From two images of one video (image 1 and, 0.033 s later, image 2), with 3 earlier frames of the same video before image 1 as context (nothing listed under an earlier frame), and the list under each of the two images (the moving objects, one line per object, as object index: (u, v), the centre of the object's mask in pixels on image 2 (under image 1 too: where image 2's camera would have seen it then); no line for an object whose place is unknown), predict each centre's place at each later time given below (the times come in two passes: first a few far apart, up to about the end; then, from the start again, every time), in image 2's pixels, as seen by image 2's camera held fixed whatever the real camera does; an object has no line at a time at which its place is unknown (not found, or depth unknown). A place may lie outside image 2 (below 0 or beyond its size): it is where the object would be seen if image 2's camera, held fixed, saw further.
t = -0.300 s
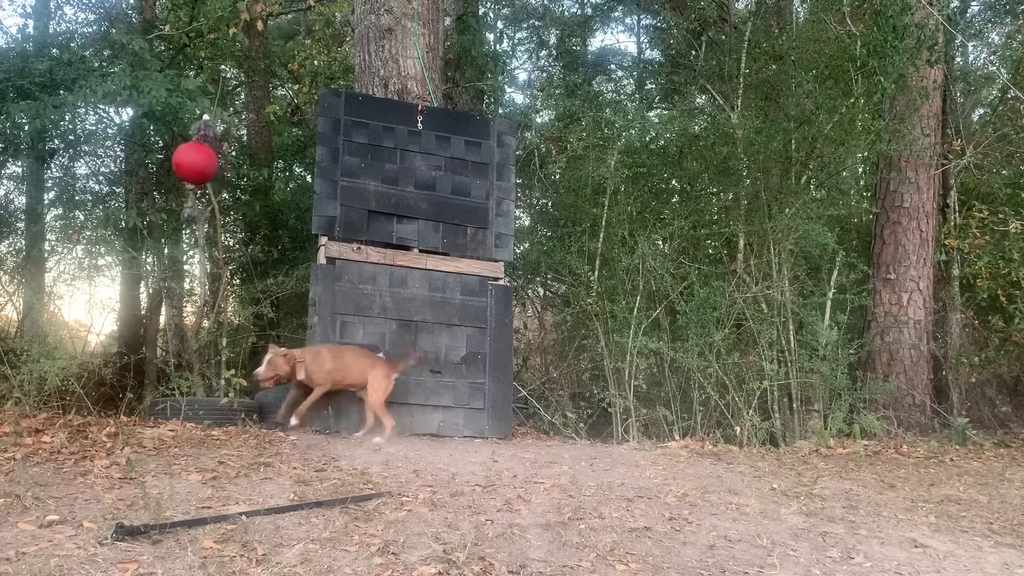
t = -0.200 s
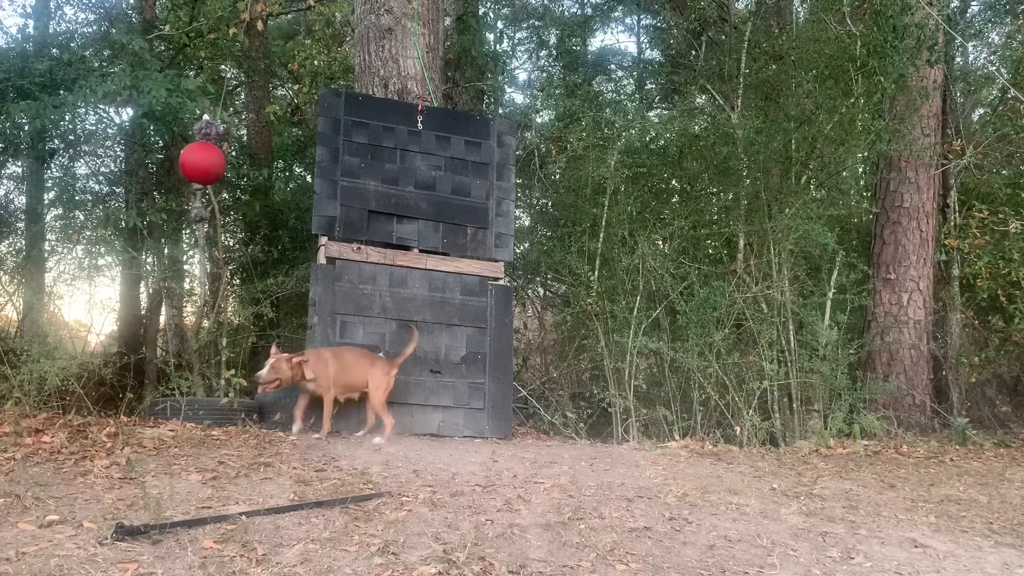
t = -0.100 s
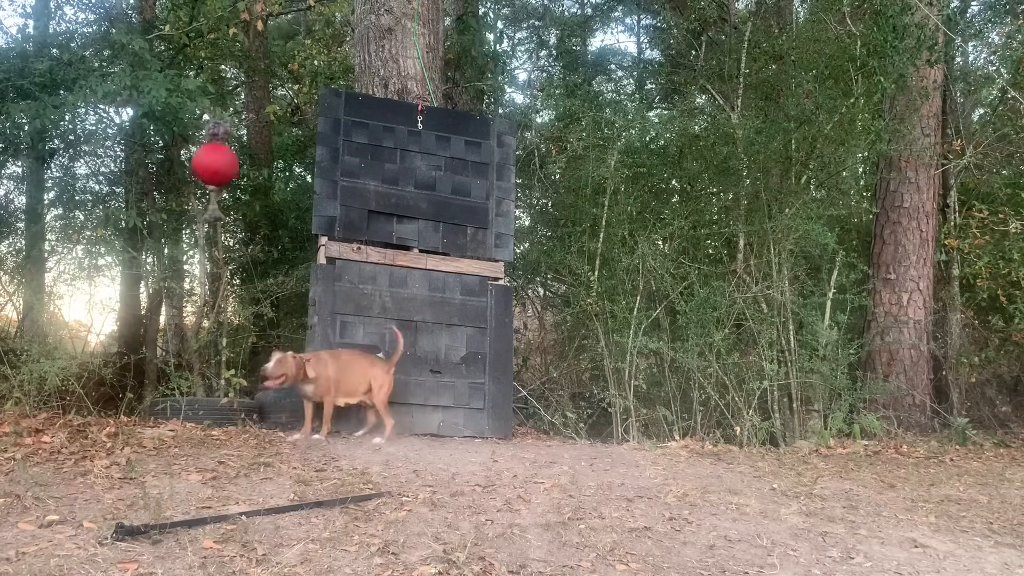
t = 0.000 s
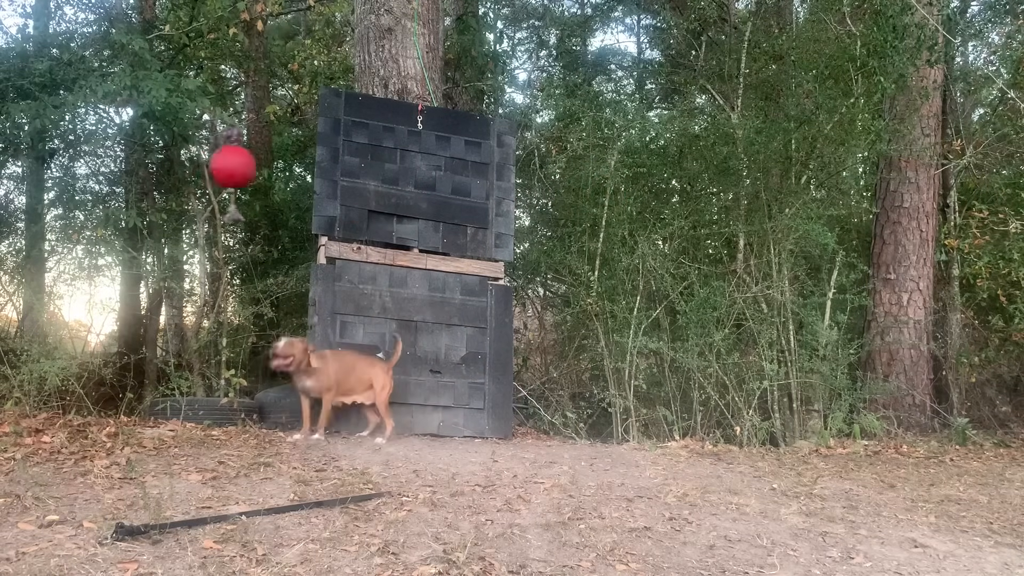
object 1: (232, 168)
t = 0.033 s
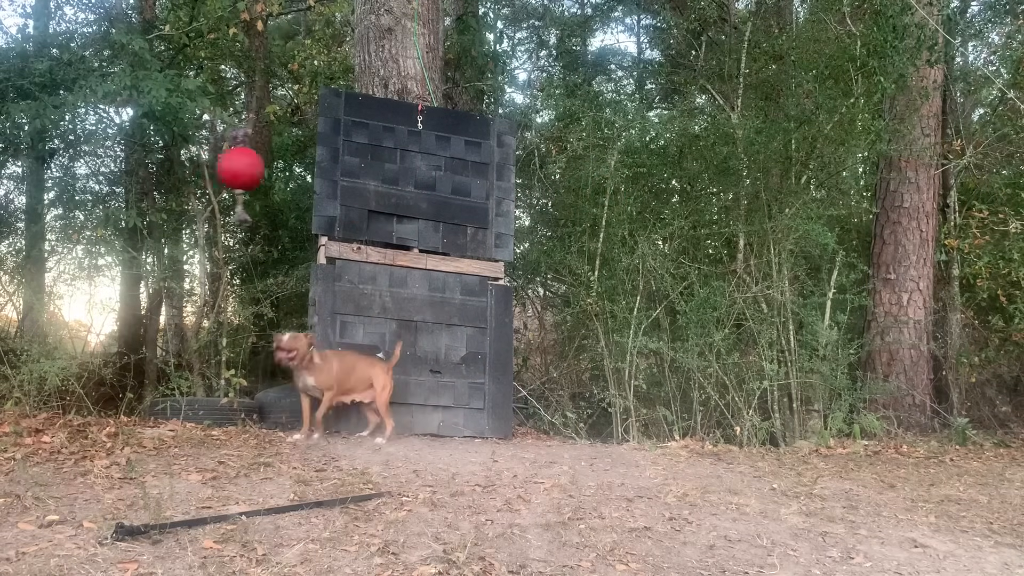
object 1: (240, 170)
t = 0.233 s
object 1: (291, 176)
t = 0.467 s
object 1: (367, 187)
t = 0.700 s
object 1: (447, 194)
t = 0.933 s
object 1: (516, 195)
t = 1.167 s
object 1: (570, 192)
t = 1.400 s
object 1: (604, 189)
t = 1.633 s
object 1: (613, 187)
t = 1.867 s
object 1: (605, 189)
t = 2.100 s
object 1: (576, 199)
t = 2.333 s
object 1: (530, 208)
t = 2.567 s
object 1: (470, 212)
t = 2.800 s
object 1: (405, 209)
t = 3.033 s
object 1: (338, 203)
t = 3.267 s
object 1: (278, 192)
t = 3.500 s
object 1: (235, 179)
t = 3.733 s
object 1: (216, 171)
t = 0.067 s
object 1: (247, 173)
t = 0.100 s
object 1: (255, 172)
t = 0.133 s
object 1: (263, 172)
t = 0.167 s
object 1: (272, 174)
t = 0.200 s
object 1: (281, 176)
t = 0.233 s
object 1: (291, 176)
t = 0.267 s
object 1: (301, 179)
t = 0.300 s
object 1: (312, 179)
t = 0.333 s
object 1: (322, 181)
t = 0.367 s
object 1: (333, 183)
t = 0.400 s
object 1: (344, 184)
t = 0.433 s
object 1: (356, 186)
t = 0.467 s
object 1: (367, 187)
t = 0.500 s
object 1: (379, 188)
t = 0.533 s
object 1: (390, 190)
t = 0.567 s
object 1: (402, 192)
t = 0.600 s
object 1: (414, 193)
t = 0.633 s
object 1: (425, 193)
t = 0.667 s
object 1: (436, 193)
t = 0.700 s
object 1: (447, 194)
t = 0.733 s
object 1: (457, 195)
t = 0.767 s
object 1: (468, 196)
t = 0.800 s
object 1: (478, 196)
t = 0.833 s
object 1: (489, 196)
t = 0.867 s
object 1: (499, 200)
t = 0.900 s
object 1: (507, 196)
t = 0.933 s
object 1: (516, 195)
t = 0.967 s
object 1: (525, 193)
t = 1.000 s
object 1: (534, 194)
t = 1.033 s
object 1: (542, 194)
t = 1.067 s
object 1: (550, 194)
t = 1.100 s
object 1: (557, 193)
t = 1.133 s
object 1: (564, 193)
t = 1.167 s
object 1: (570, 192)
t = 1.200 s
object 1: (576, 191)
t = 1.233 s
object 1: (583, 192)
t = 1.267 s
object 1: (588, 191)
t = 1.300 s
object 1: (593, 190)
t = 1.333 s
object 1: (597, 190)
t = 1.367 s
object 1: (600, 189)
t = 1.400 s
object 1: (604, 189)
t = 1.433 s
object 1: (607, 189)
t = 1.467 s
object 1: (610, 188)
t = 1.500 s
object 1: (611, 188)
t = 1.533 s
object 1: (613, 188)
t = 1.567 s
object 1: (613, 187)
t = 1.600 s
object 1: (614, 187)
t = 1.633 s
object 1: (613, 187)
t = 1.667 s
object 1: (613, 187)
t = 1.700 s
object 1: (613, 188)
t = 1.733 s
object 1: (613, 188)
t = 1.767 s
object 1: (611, 189)
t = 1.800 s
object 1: (610, 189)
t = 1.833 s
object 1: (608, 189)
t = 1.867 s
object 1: (605, 189)
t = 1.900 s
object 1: (603, 192)
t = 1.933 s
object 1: (599, 193)
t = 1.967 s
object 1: (596, 194)
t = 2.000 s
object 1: (591, 195)
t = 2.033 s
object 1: (586, 196)
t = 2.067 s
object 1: (581, 197)
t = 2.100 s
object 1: (576, 199)
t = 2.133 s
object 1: (570, 200)
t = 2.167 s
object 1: (564, 201)
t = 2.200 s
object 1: (557, 202)
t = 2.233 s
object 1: (551, 203)
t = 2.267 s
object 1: (544, 204)
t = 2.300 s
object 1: (538, 206)
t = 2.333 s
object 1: (530, 208)
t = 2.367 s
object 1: (522, 207)
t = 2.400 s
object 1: (514, 209)
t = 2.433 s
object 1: (505, 208)
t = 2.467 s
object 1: (497, 211)
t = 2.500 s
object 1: (488, 211)
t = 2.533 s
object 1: (479, 211)
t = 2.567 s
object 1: (470, 212)
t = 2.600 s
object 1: (461, 213)
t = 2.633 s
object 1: (452, 213)
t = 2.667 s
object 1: (443, 213)
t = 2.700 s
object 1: (434, 213)
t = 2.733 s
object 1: (424, 212)
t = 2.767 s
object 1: (415, 211)
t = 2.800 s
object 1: (405, 209)
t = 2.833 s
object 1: (395, 209)
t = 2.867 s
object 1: (385, 209)
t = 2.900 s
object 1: (376, 207)
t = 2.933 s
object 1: (366, 208)
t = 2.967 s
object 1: (357, 206)
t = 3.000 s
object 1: (347, 204)
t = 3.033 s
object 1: (338, 203)
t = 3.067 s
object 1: (328, 202)
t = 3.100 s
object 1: (320, 200)
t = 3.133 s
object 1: (311, 200)
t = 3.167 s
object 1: (302, 197)
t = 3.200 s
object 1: (293, 196)
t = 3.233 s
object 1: (286, 195)
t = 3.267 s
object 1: (278, 192)
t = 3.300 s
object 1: (271, 190)
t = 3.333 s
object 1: (264, 188)
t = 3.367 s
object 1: (258, 186)
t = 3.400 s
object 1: (251, 185)
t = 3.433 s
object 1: (246, 183)
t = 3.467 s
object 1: (241, 181)
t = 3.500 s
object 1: (235, 179)
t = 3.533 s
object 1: (231, 177)
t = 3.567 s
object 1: (228, 176)
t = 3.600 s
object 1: (224, 176)
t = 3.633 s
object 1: (221, 175)
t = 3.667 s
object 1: (219, 172)
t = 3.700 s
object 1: (217, 171)
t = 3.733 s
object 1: (216, 171)
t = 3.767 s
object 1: (216, 171)
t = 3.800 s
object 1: (216, 171)
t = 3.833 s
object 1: (216, 171)
